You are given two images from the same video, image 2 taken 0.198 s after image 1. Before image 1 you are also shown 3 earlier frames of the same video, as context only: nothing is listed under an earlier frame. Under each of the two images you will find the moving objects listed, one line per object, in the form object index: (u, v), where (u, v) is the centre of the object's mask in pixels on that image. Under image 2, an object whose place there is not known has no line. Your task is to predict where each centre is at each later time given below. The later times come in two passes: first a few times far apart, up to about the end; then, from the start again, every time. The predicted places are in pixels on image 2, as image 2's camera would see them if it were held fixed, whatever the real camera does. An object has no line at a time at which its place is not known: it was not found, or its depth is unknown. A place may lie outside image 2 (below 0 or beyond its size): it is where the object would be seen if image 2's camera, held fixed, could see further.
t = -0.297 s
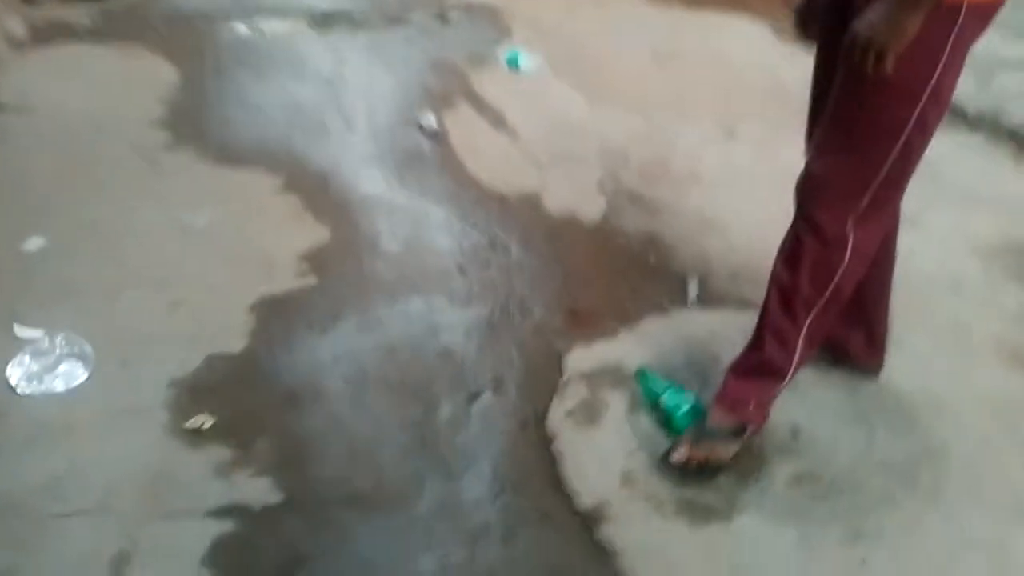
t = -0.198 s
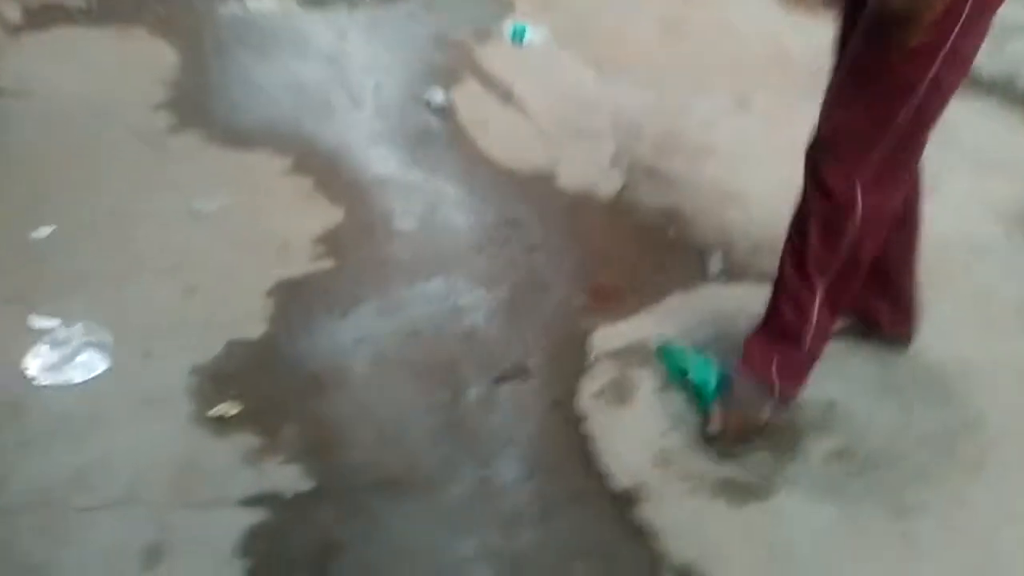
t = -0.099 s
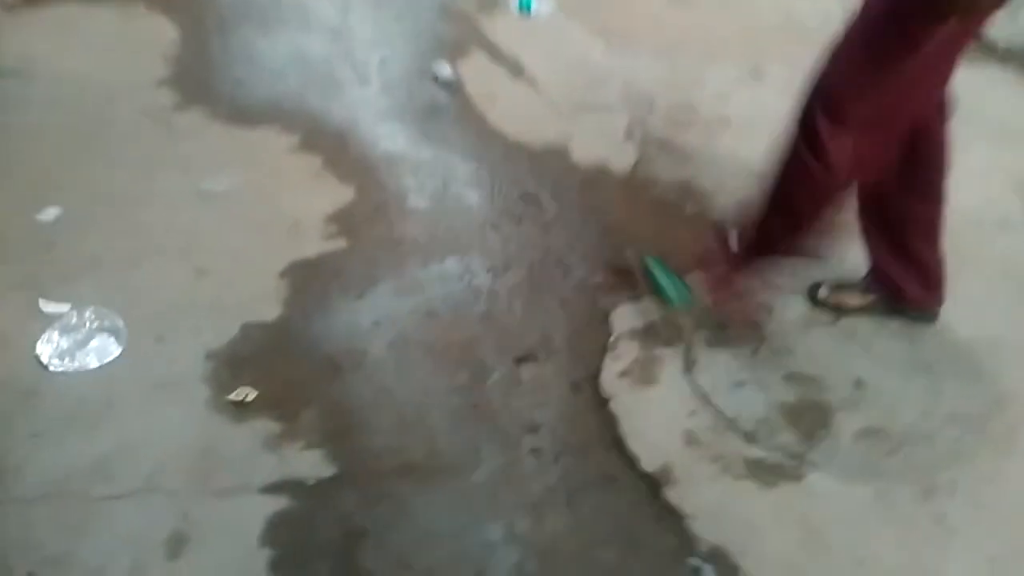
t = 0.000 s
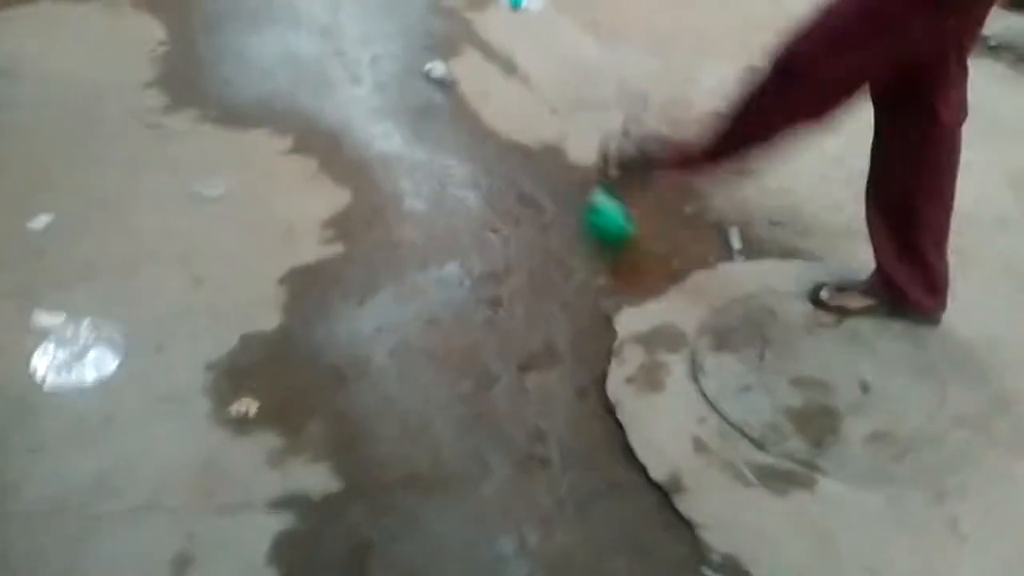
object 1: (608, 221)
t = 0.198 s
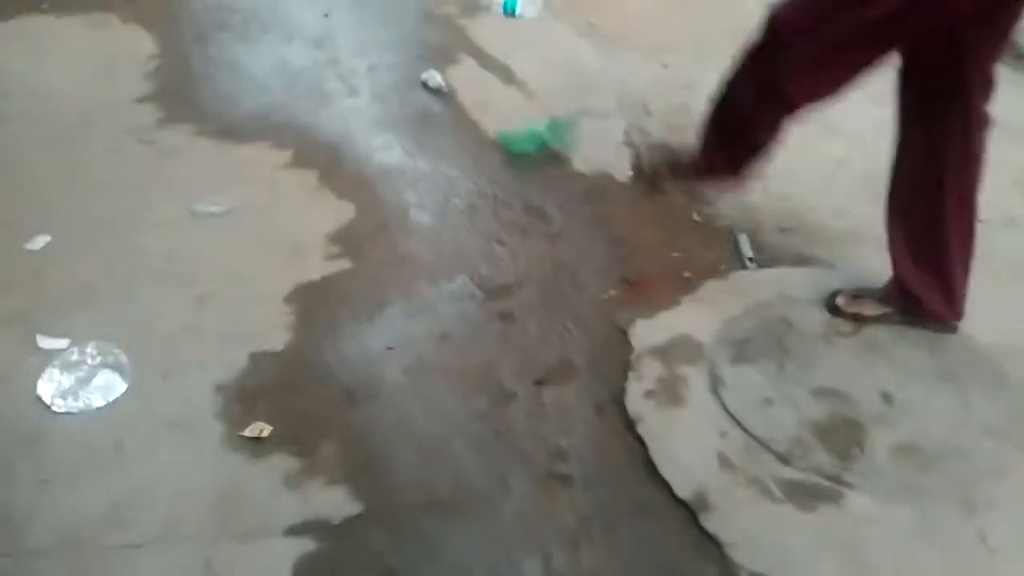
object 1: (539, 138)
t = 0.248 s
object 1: (520, 121)
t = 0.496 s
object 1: (460, 72)
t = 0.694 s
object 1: (445, 54)
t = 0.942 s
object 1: (442, 49)
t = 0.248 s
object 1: (520, 121)
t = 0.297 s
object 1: (506, 107)
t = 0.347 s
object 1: (494, 99)
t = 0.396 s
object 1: (481, 90)
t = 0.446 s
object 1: (469, 80)
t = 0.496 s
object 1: (460, 72)
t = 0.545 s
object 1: (453, 67)
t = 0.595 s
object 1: (450, 61)
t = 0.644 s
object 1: (446, 57)
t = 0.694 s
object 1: (445, 54)
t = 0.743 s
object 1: (440, 51)
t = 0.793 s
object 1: (440, 49)
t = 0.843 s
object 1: (441, 50)
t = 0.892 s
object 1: (442, 49)
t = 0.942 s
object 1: (442, 49)
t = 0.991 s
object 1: (441, 46)
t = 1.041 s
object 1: (441, 46)
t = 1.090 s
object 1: (442, 48)
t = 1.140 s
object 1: (442, 49)
